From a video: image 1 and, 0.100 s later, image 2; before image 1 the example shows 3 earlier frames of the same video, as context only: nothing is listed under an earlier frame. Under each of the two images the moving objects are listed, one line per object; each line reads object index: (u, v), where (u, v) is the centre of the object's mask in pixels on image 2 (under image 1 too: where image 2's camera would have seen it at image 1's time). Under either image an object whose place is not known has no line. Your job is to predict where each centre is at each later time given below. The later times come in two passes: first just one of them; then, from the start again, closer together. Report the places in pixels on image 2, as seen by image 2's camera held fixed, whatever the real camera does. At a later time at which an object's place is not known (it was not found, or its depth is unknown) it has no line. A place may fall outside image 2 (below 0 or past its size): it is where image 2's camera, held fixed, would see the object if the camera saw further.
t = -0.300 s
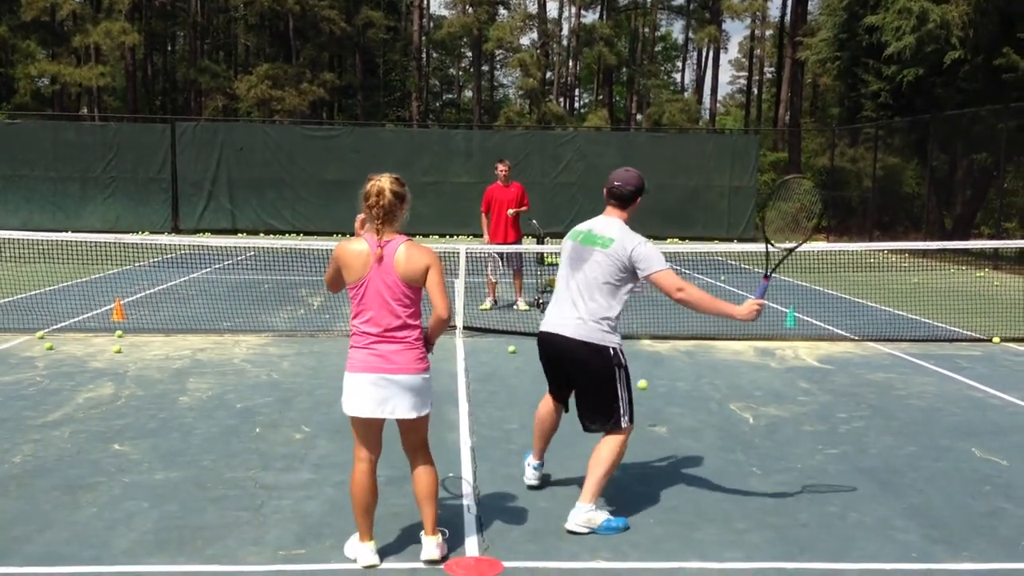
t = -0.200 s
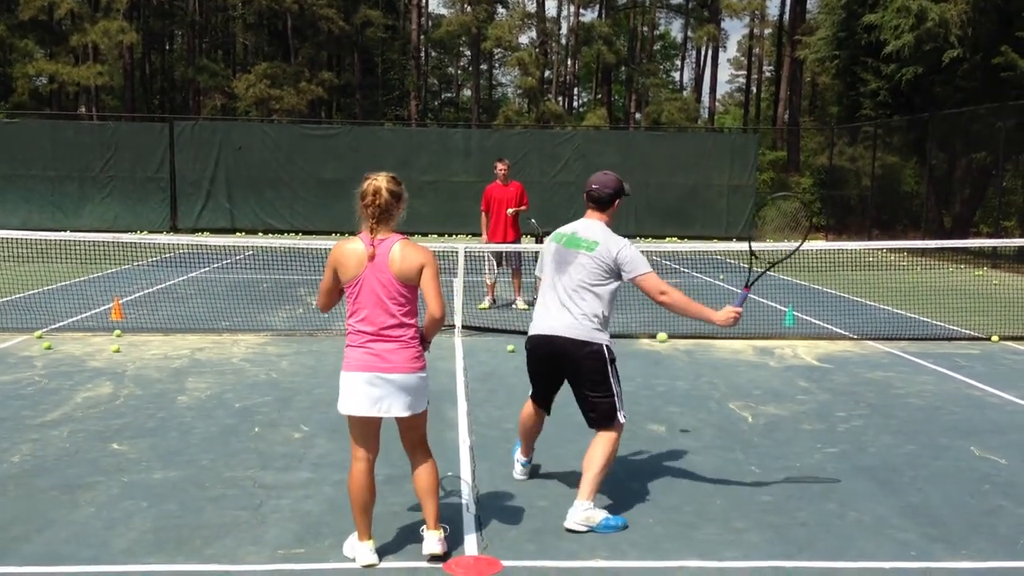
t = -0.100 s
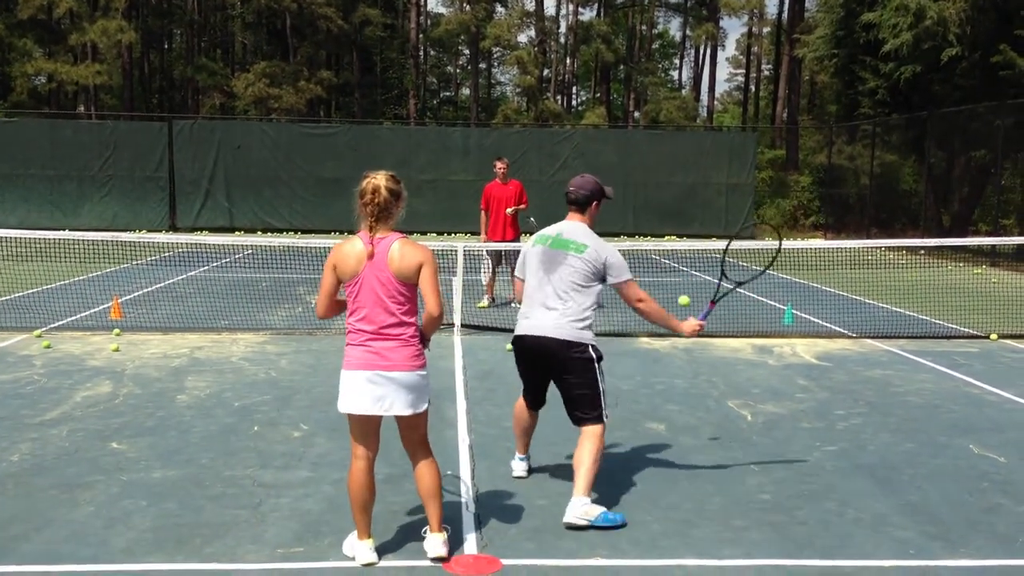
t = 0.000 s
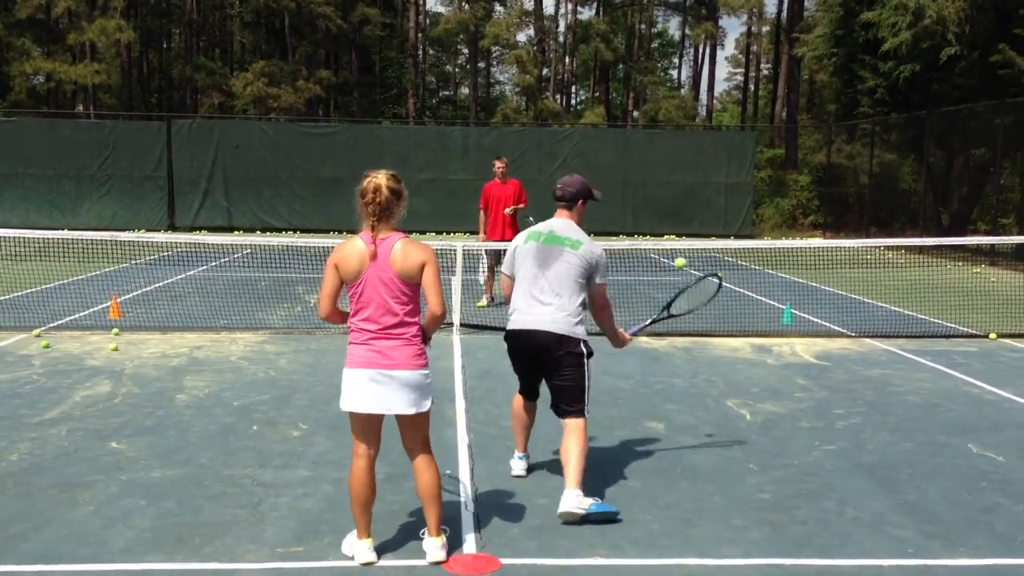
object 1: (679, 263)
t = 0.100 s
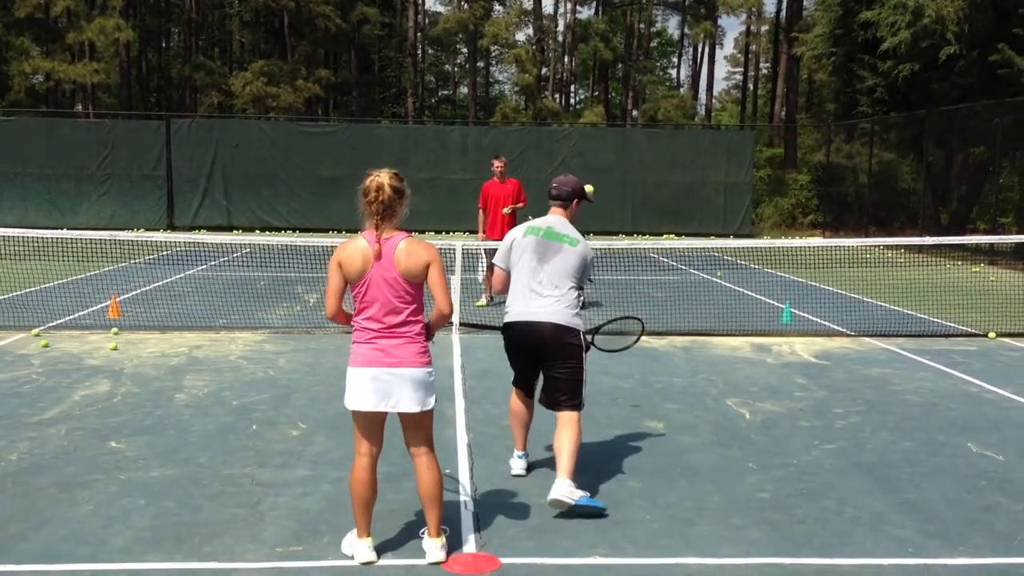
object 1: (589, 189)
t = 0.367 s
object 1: (407, 105)
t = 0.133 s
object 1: (560, 171)
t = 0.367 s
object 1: (407, 105)
